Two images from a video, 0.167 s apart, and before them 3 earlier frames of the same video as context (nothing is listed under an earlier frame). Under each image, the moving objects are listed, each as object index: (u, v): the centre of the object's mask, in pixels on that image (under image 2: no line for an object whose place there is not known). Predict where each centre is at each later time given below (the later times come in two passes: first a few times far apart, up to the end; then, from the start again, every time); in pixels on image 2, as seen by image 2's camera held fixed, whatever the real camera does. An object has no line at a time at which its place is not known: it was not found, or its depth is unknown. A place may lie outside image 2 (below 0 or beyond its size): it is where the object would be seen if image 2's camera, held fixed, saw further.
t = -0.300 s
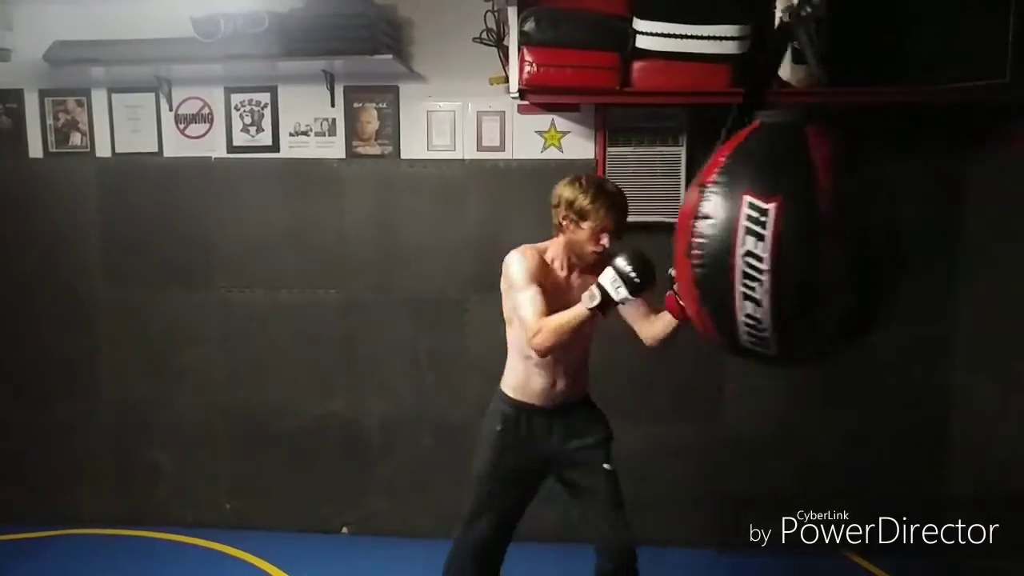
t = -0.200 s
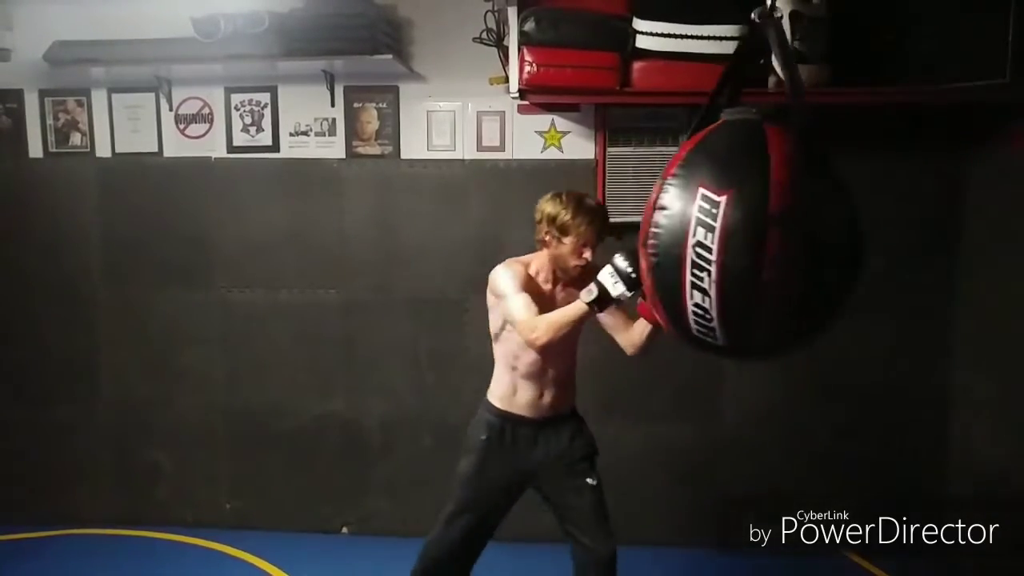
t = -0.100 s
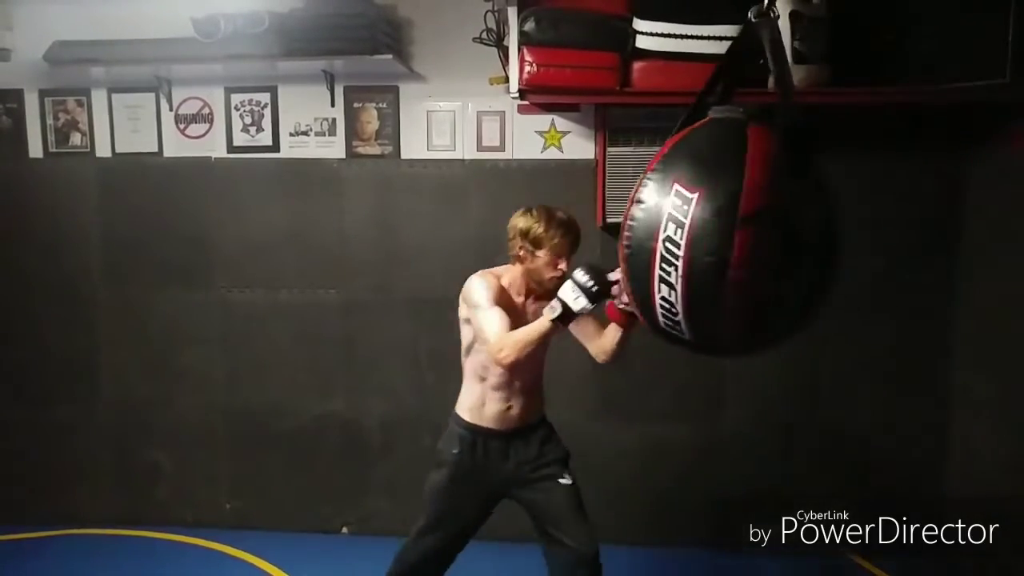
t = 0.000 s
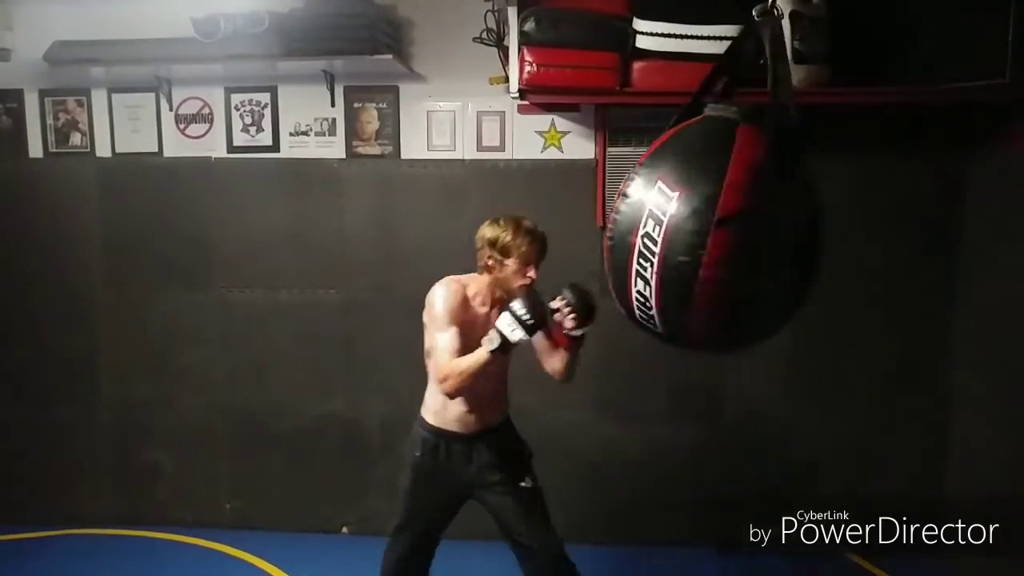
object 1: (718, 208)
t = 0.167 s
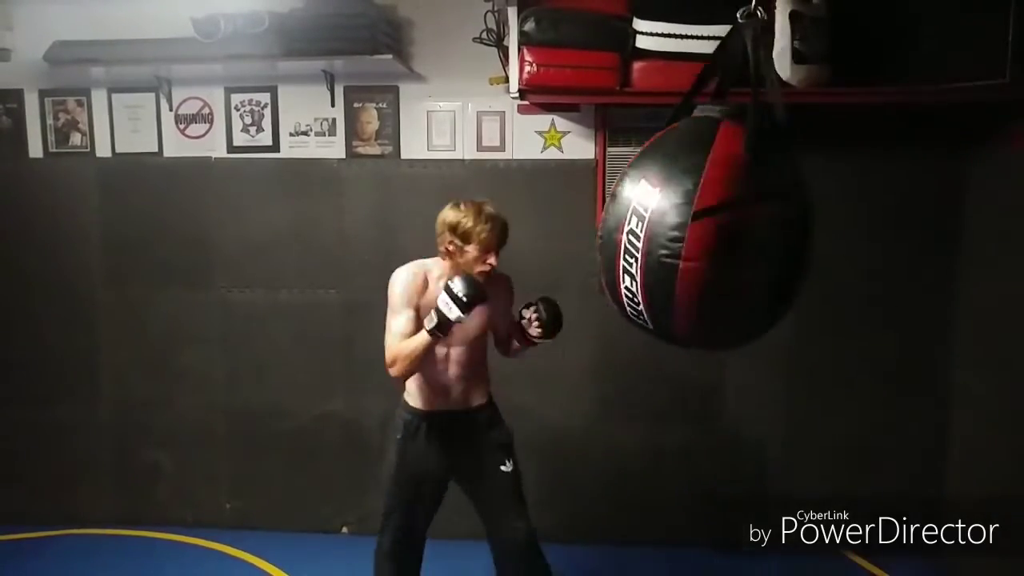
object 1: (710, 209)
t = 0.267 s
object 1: (716, 210)
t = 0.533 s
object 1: (757, 226)
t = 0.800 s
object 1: (814, 228)
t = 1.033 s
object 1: (864, 229)
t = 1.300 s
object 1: (886, 235)
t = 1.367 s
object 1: (880, 237)
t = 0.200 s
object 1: (711, 209)
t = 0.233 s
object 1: (713, 210)
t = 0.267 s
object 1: (716, 210)
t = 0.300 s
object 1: (720, 212)
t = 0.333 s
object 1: (725, 213)
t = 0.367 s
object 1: (729, 214)
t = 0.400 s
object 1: (735, 216)
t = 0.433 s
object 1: (742, 219)
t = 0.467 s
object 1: (746, 222)
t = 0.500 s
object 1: (752, 222)
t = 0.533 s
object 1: (757, 226)
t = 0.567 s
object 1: (764, 229)
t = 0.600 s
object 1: (770, 230)
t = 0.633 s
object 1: (775, 230)
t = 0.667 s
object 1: (785, 230)
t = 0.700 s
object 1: (793, 230)
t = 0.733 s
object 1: (799, 226)
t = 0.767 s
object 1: (807, 229)
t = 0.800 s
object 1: (814, 228)
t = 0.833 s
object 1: (825, 228)
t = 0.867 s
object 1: (832, 229)
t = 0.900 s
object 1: (834, 231)
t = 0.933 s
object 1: (840, 231)
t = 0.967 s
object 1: (855, 229)
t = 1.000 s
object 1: (859, 229)
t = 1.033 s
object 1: (864, 229)
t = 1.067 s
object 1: (868, 227)
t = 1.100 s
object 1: (871, 225)
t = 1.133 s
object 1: (874, 226)
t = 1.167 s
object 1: (875, 226)
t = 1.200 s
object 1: (875, 228)
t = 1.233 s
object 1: (873, 229)
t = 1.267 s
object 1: (871, 230)
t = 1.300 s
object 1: (886, 235)
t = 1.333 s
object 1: (882, 236)
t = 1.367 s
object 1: (880, 237)
